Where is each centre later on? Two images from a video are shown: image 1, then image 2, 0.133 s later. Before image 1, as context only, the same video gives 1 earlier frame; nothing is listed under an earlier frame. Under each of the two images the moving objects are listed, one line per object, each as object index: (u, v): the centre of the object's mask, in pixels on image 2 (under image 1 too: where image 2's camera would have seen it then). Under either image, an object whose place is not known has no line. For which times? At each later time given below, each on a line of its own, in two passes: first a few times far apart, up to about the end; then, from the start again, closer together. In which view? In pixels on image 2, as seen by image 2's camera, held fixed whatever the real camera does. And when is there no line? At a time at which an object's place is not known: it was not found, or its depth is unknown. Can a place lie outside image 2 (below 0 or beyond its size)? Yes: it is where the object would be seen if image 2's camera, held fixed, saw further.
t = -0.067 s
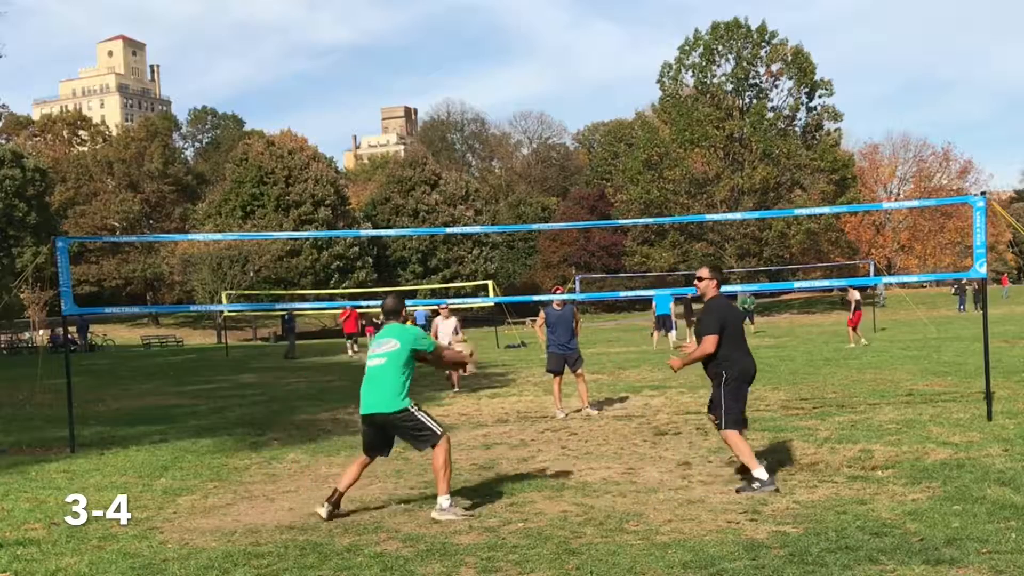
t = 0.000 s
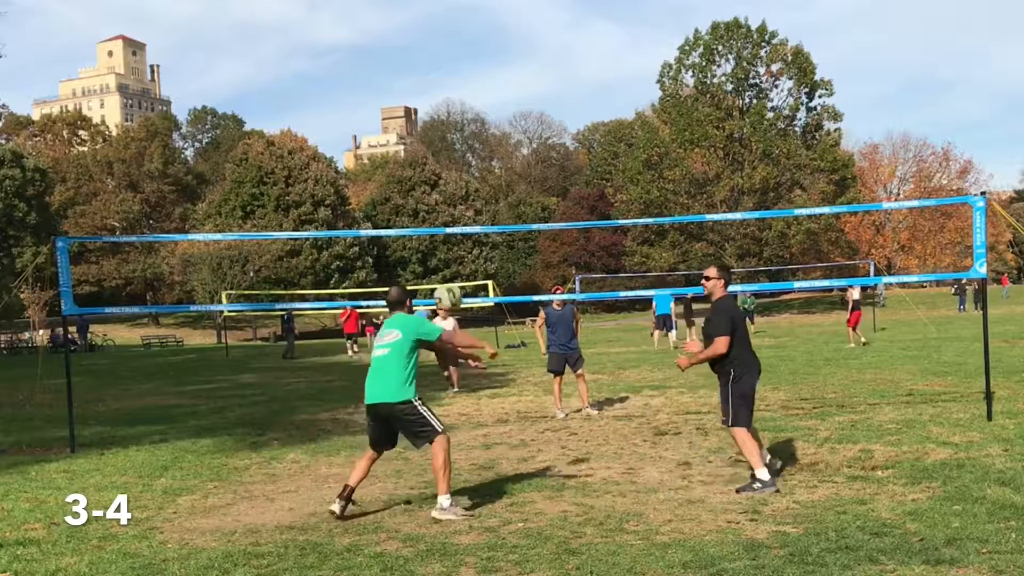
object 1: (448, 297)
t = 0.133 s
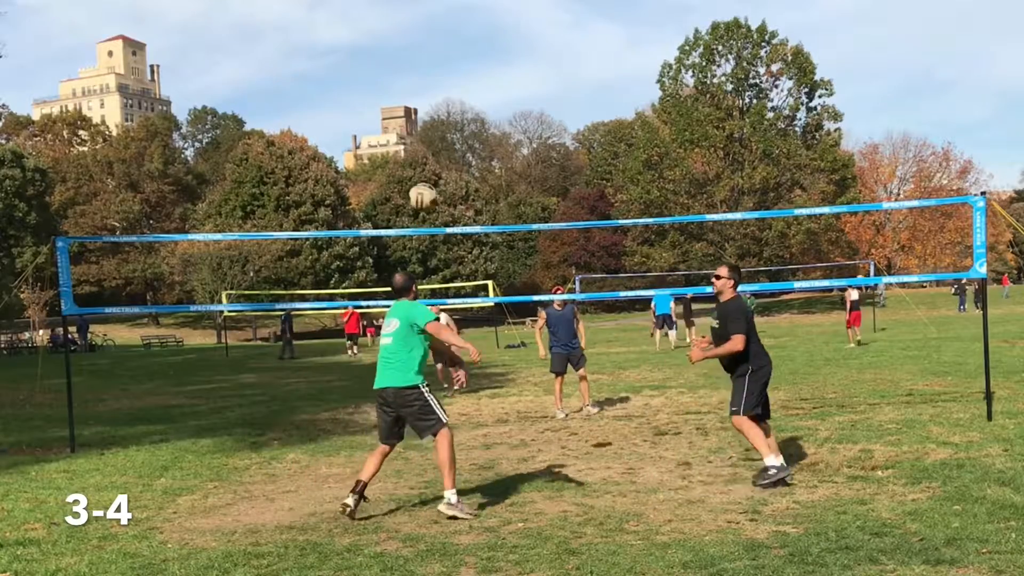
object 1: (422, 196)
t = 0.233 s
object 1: (405, 138)
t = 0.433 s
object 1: (373, 65)
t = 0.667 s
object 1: (339, 47)
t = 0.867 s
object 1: (316, 84)
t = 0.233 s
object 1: (405, 138)
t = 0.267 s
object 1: (398, 123)
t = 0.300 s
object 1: (393, 108)
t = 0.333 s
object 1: (389, 95)
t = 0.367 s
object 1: (383, 84)
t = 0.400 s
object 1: (379, 74)
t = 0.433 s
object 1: (373, 65)
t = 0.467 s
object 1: (367, 59)
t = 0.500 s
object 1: (363, 53)
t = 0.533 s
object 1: (357, 48)
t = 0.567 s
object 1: (353, 46)
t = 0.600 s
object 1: (348, 45)
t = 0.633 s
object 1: (344, 46)
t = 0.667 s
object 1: (339, 47)
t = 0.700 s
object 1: (335, 49)
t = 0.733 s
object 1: (330, 54)
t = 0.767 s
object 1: (327, 60)
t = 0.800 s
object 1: (323, 66)
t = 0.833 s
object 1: (319, 74)
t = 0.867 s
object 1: (316, 84)
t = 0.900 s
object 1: (312, 94)
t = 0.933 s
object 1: (309, 106)
